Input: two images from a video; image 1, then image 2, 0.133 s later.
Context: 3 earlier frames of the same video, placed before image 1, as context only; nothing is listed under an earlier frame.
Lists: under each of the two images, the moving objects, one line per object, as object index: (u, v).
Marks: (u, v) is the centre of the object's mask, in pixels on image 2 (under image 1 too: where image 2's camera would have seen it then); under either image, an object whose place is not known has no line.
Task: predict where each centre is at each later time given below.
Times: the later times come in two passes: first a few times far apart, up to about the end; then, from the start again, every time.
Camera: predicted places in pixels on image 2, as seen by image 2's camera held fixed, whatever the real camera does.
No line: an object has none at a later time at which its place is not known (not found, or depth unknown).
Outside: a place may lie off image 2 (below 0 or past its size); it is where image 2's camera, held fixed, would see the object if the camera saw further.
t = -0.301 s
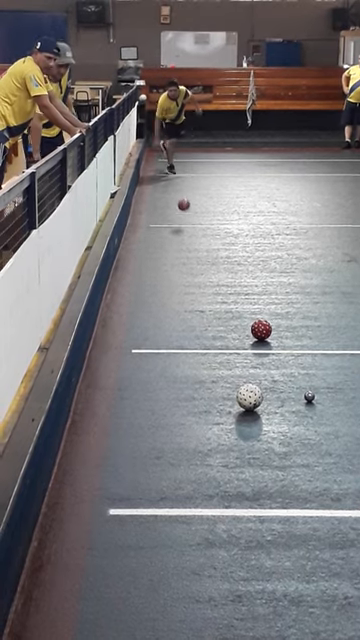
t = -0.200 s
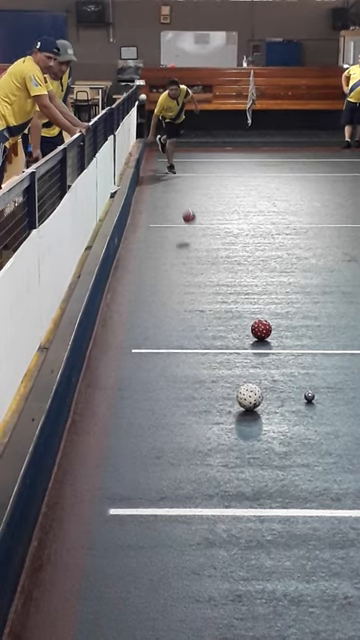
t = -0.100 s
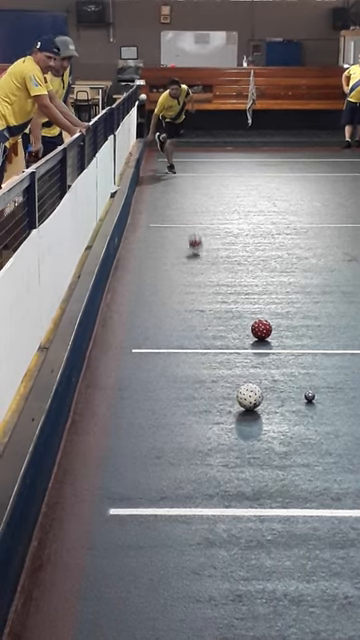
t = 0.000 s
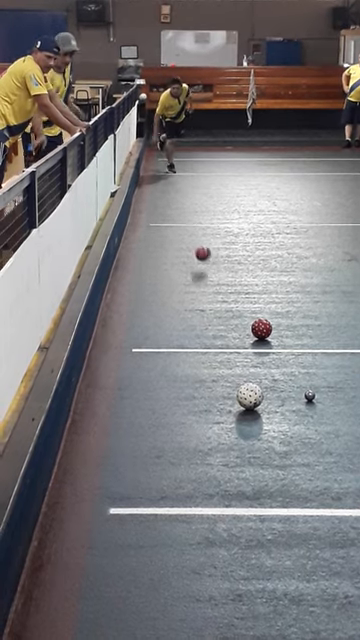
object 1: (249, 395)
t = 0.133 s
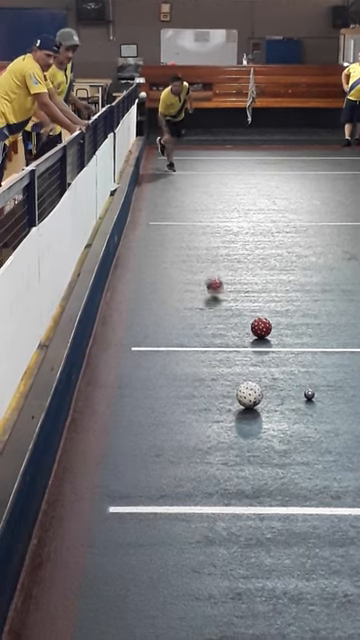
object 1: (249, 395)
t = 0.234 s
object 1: (249, 395)
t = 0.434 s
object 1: (249, 394)
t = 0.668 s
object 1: (113, 493)
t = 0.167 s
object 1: (249, 394)
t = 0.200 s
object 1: (249, 395)
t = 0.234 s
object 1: (249, 395)
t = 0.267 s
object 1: (249, 395)
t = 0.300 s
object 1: (249, 395)
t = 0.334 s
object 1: (249, 395)
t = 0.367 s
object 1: (249, 395)
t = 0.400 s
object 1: (249, 395)
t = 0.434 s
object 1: (249, 394)
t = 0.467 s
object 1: (240, 401)
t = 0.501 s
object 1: (225, 413)
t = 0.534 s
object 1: (204, 430)
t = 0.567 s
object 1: (183, 442)
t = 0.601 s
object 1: (159, 460)
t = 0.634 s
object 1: (139, 476)
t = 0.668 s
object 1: (113, 493)
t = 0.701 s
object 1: (85, 513)
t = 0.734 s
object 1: (55, 537)
